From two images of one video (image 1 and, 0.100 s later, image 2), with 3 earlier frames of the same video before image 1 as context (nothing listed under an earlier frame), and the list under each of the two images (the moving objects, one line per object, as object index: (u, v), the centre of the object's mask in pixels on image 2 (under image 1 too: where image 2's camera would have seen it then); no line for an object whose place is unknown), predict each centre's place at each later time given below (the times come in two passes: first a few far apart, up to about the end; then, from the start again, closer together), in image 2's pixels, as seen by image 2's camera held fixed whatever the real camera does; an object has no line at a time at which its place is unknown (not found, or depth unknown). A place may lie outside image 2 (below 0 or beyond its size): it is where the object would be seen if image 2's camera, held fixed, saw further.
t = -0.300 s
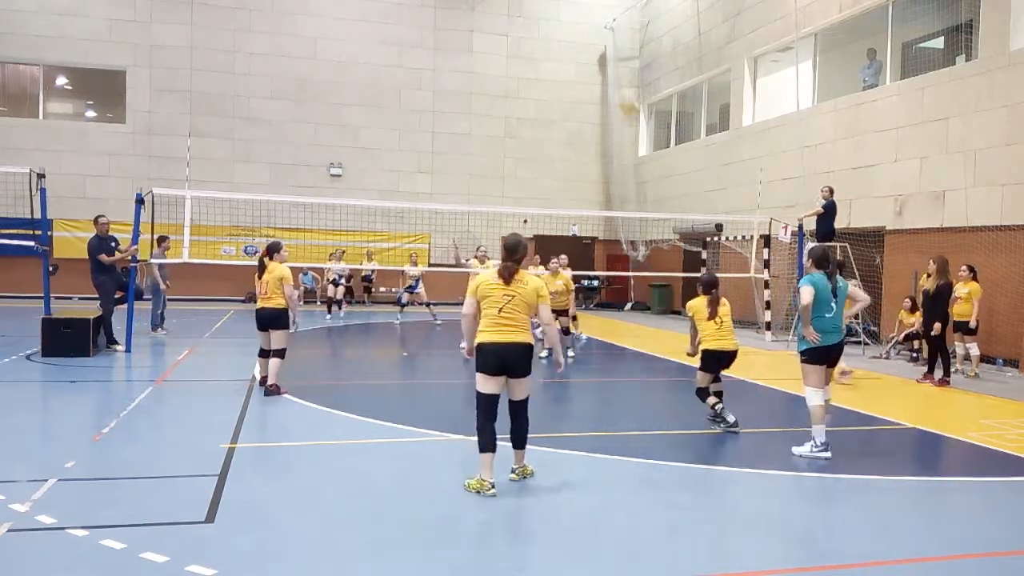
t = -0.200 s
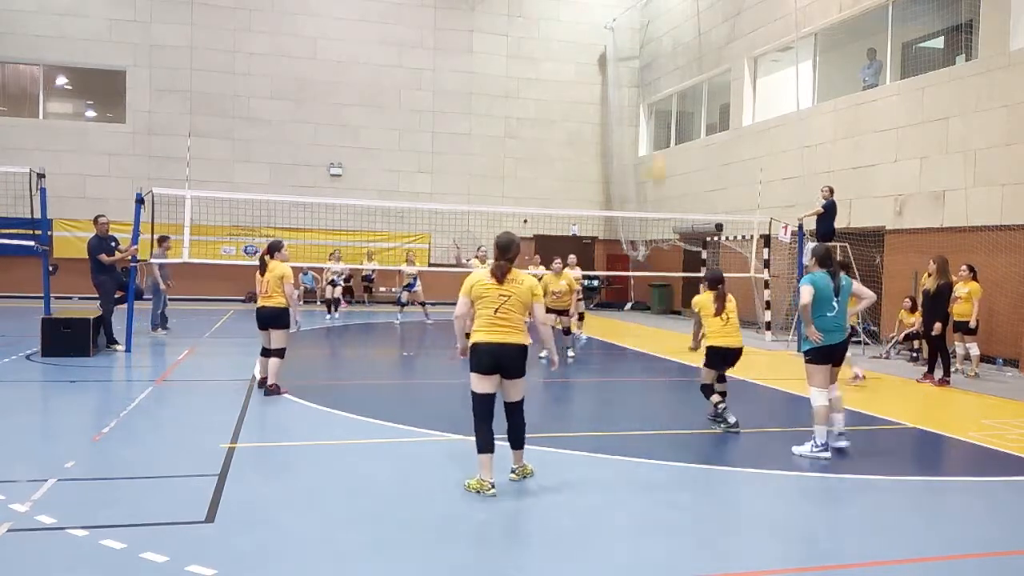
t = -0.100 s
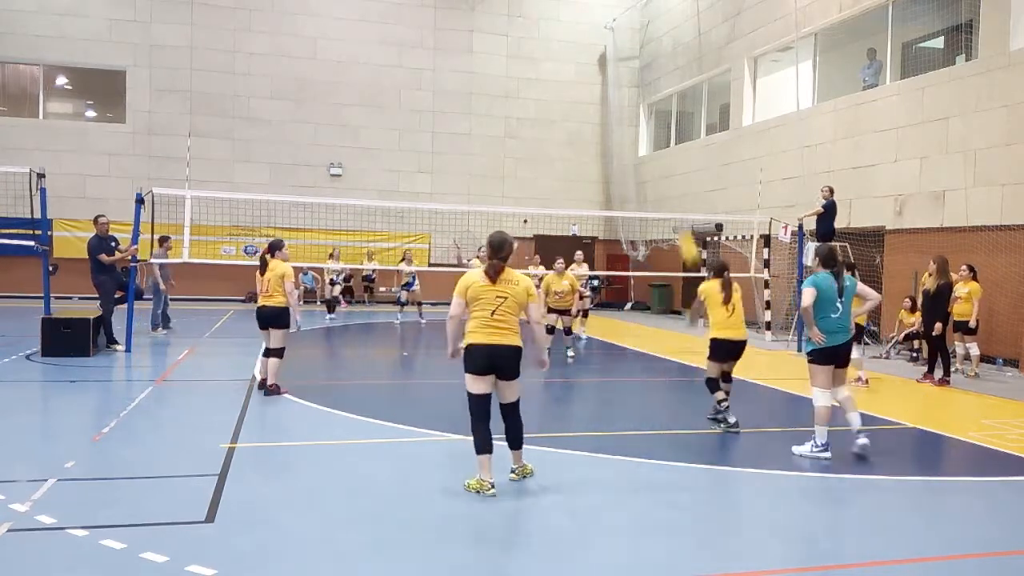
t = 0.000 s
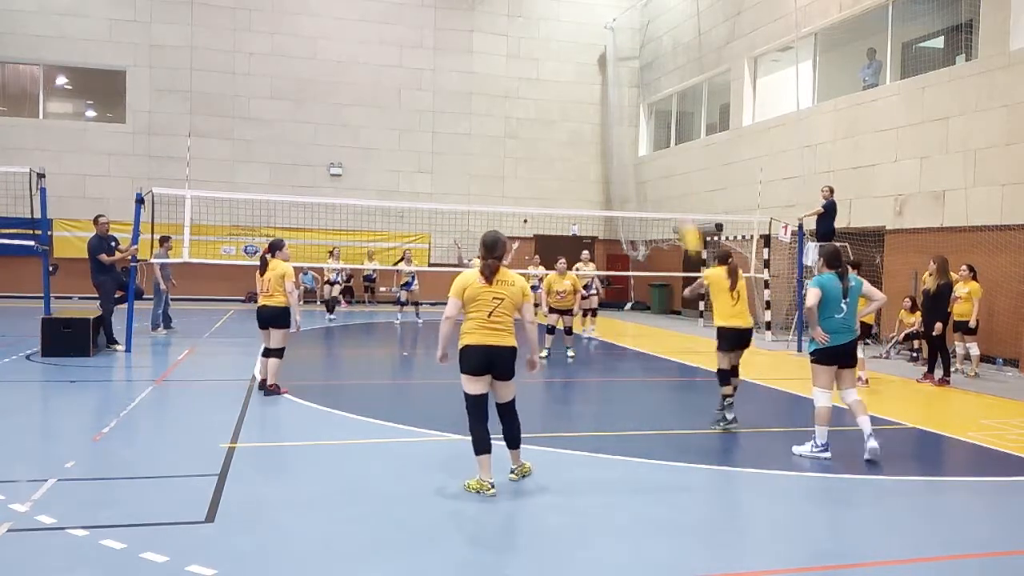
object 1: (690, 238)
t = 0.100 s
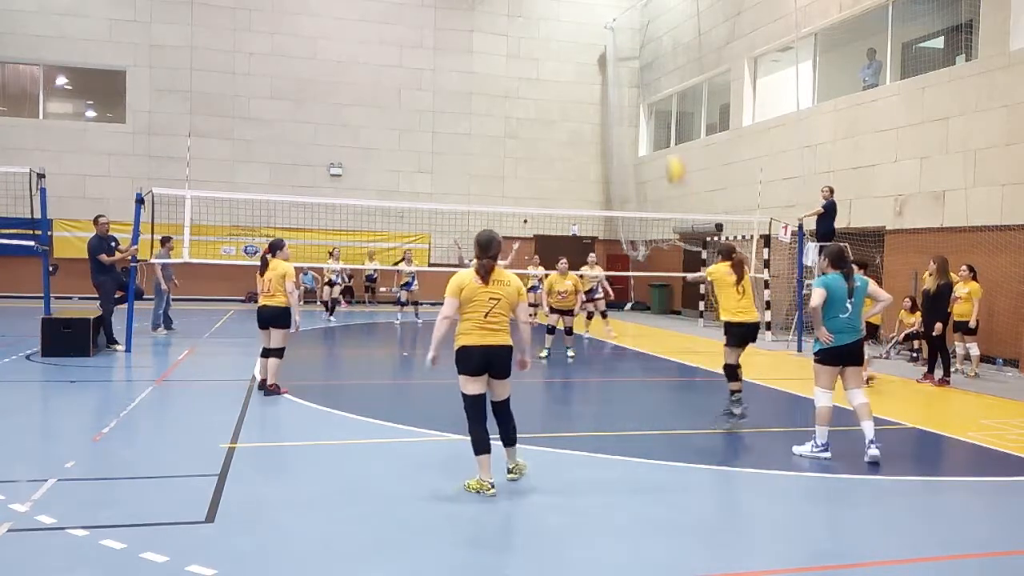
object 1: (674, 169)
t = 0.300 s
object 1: (643, 71)
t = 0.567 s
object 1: (606, 13)
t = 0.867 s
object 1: (568, 28)
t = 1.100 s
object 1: (542, 88)
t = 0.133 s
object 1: (669, 149)
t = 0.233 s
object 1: (654, 96)
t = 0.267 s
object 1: (648, 83)
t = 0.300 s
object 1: (643, 71)
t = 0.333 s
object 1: (638, 59)
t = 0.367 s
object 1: (633, 49)
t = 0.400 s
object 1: (630, 41)
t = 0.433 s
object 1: (624, 34)
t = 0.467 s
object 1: (619, 26)
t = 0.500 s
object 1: (615, 21)
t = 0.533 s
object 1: (610, 17)
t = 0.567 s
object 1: (606, 13)
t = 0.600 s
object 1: (601, 11)
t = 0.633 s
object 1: (597, 10)
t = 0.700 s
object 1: (589, 10)
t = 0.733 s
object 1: (585, 12)
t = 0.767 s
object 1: (580, 15)
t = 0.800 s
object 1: (577, 19)
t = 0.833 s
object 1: (573, 23)
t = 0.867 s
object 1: (568, 28)
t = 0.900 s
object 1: (564, 35)
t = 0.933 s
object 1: (560, 42)
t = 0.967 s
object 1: (556, 50)
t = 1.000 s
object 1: (553, 59)
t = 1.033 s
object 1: (549, 67)
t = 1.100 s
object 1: (542, 88)
